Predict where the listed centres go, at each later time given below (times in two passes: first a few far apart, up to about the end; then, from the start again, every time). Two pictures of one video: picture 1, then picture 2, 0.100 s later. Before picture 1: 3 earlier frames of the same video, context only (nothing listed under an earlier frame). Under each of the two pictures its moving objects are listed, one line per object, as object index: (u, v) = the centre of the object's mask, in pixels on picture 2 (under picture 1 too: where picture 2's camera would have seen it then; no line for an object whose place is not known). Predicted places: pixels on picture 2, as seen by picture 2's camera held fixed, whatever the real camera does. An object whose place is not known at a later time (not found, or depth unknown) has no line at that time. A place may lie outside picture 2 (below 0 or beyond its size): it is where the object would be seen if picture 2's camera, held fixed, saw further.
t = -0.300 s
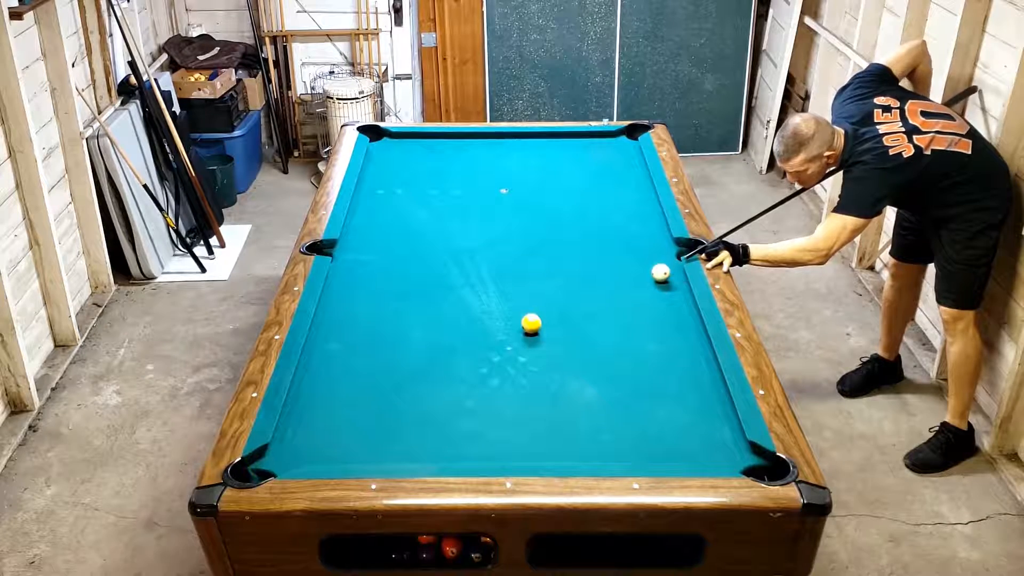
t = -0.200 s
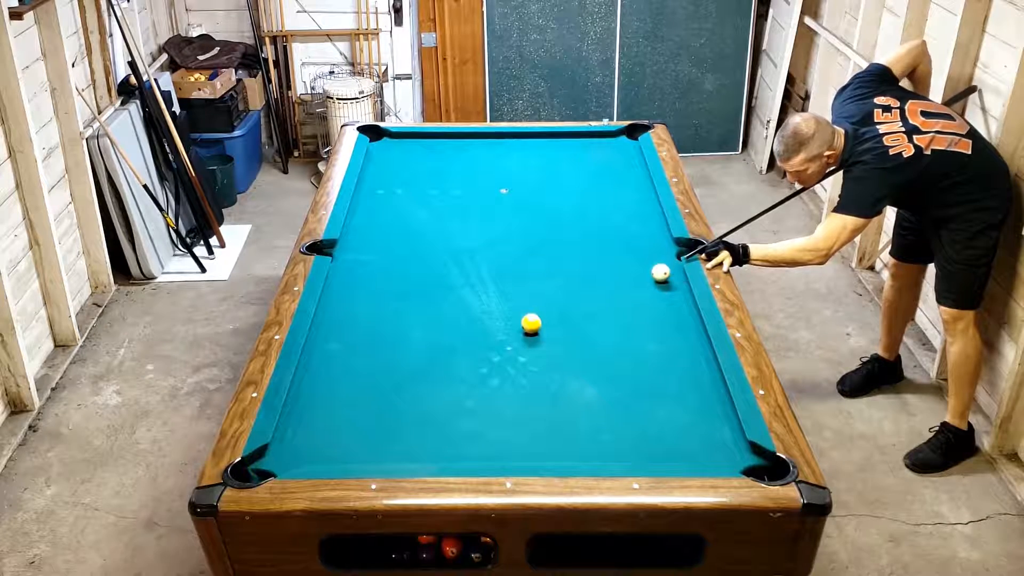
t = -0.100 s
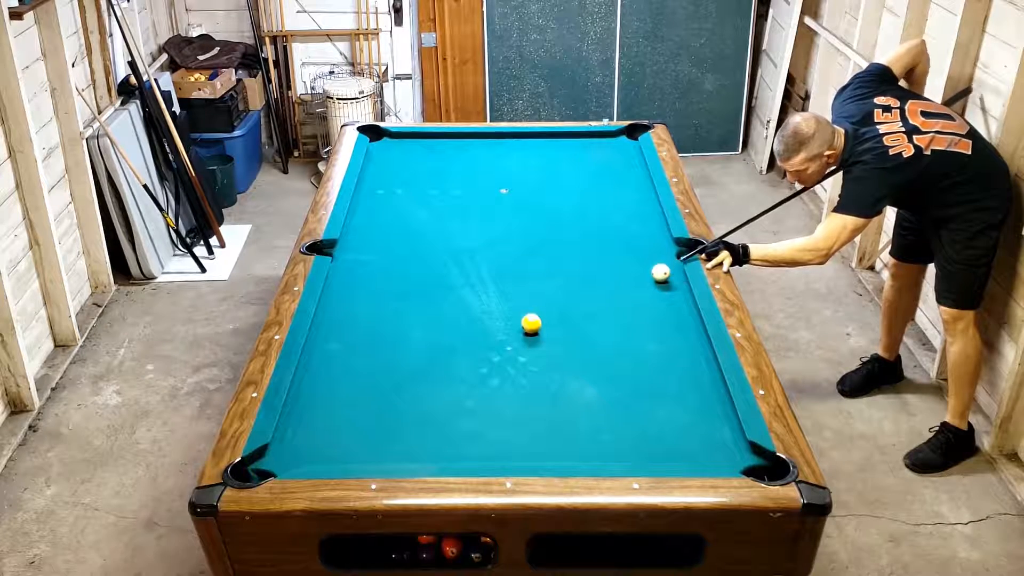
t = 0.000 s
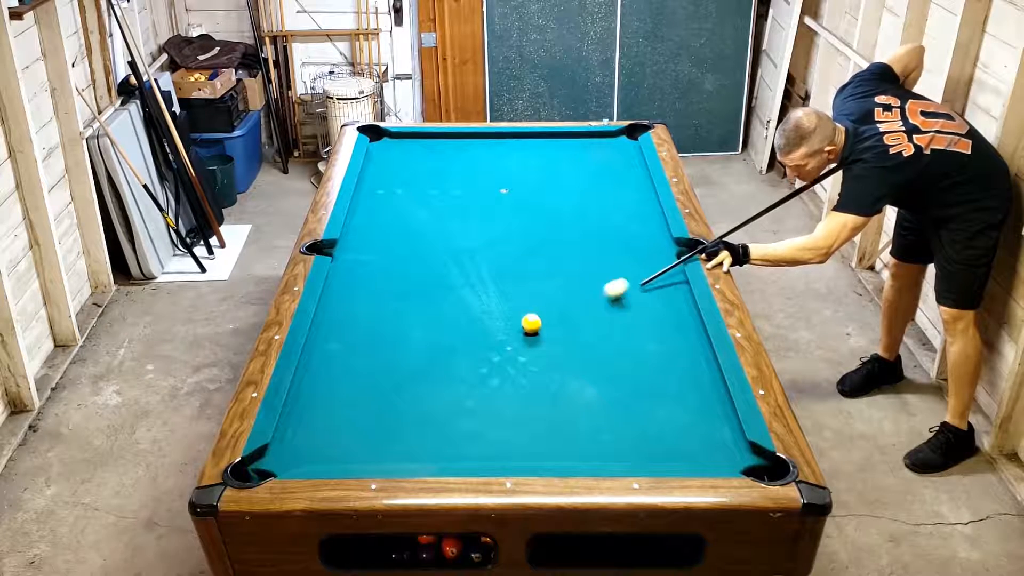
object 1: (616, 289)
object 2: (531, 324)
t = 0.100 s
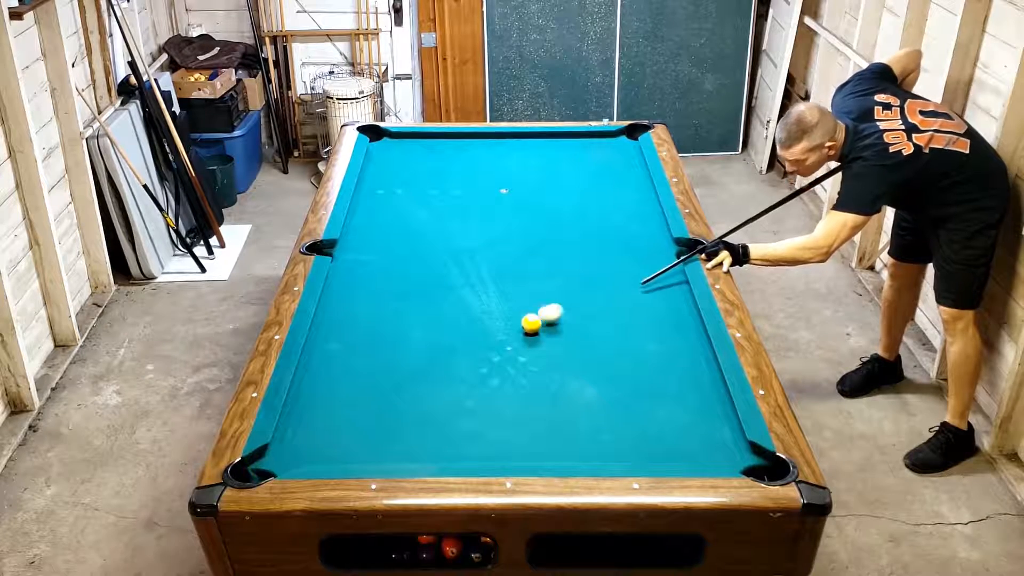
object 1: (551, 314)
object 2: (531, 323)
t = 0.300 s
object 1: (516, 315)
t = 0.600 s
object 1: (465, 317)
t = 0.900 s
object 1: (417, 319)
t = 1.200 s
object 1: (371, 321)
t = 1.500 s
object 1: (328, 322)
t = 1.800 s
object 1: (338, 322)
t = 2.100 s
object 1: (357, 323)
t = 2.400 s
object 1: (372, 324)
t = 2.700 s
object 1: (384, 325)
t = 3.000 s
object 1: (392, 326)
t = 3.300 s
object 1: (397, 326)
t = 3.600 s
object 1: (399, 325)
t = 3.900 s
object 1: (399, 325)
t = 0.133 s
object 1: (542, 316)
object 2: (518, 330)
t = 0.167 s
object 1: (538, 315)
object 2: (500, 339)
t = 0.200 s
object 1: (533, 315)
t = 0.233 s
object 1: (528, 314)
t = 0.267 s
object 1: (522, 315)
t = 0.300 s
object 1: (516, 315)
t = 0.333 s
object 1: (510, 315)
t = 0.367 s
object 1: (504, 315)
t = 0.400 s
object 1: (499, 316)
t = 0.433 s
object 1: (493, 316)
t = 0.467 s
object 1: (487, 316)
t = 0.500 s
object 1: (482, 316)
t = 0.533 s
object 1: (476, 317)
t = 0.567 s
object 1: (470, 317)
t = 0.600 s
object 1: (465, 317)
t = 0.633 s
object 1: (459, 317)
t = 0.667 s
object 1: (454, 318)
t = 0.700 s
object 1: (448, 318)
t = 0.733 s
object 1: (443, 318)
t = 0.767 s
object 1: (438, 318)
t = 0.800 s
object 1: (432, 318)
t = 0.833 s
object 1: (427, 319)
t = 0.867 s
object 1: (422, 318)
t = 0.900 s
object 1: (417, 319)
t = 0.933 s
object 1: (411, 319)
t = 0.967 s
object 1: (406, 319)
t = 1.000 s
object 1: (401, 320)
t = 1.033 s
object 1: (396, 320)
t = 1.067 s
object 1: (391, 320)
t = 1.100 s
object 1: (386, 320)
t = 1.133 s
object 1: (381, 320)
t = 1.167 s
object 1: (376, 321)
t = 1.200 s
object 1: (371, 321)
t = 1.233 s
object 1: (366, 321)
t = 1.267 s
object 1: (361, 321)
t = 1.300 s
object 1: (357, 321)
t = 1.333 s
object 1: (352, 321)
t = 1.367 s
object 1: (347, 321)
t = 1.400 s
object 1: (342, 321)
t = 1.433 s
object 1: (338, 321)
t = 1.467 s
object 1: (333, 322)
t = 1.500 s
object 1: (328, 322)
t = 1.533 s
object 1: (324, 322)
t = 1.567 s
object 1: (322, 322)
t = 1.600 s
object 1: (324, 322)
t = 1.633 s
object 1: (327, 322)
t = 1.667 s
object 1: (329, 322)
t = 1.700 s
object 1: (332, 322)
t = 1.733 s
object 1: (334, 322)
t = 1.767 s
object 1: (336, 322)
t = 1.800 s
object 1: (338, 322)
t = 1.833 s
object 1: (341, 322)
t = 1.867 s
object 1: (343, 322)
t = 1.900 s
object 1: (345, 322)
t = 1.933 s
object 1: (347, 323)
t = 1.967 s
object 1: (349, 323)
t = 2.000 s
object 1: (351, 323)
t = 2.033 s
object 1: (353, 323)
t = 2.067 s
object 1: (355, 323)
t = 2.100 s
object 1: (357, 323)
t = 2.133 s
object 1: (359, 323)
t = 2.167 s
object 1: (361, 323)
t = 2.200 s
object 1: (362, 324)
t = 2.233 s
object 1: (364, 324)
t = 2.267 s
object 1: (366, 324)
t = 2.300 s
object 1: (367, 324)
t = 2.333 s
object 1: (369, 324)
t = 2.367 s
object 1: (370, 324)
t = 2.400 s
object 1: (372, 324)
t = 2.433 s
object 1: (373, 324)
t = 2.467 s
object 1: (375, 324)
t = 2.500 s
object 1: (376, 324)
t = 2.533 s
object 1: (378, 324)
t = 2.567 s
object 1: (379, 325)
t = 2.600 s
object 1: (380, 325)
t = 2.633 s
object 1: (381, 325)
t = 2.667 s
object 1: (383, 325)
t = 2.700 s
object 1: (384, 325)
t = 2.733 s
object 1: (385, 325)
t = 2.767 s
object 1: (386, 325)
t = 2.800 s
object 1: (387, 325)
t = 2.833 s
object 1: (388, 325)
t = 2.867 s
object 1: (388, 325)
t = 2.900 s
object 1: (389, 325)
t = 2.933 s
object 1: (390, 325)
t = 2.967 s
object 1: (391, 326)
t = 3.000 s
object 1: (392, 326)
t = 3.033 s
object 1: (393, 326)
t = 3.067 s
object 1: (393, 326)
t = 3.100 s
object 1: (394, 326)
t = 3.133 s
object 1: (394, 326)
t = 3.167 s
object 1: (395, 326)
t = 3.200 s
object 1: (396, 326)
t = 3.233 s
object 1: (396, 326)
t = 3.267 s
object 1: (397, 326)
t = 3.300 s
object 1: (397, 326)
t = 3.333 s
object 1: (397, 326)
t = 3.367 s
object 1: (398, 326)
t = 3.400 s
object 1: (398, 326)
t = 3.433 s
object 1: (399, 325)
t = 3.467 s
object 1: (399, 325)
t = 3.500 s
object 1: (399, 325)
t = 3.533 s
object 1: (399, 325)
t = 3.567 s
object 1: (399, 325)
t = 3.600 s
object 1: (399, 325)
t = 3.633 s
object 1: (399, 325)
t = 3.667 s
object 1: (399, 325)
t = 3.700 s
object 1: (399, 325)
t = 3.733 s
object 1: (399, 325)
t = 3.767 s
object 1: (399, 325)
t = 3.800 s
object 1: (399, 325)
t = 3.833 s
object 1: (399, 325)
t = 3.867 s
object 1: (399, 325)
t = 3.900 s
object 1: (399, 325)
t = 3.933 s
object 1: (399, 325)
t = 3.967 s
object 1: (399, 325)
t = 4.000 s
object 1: (399, 325)
